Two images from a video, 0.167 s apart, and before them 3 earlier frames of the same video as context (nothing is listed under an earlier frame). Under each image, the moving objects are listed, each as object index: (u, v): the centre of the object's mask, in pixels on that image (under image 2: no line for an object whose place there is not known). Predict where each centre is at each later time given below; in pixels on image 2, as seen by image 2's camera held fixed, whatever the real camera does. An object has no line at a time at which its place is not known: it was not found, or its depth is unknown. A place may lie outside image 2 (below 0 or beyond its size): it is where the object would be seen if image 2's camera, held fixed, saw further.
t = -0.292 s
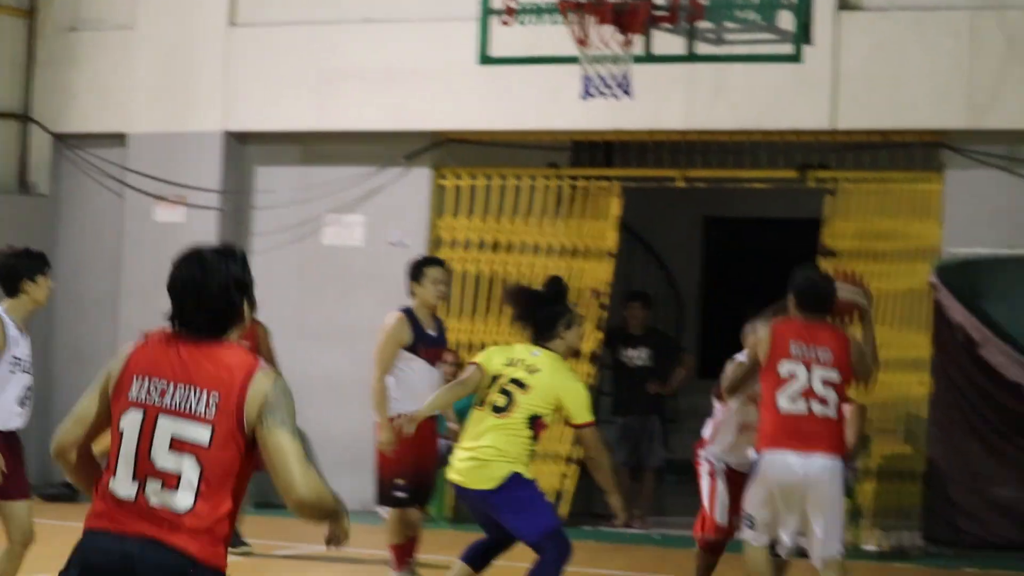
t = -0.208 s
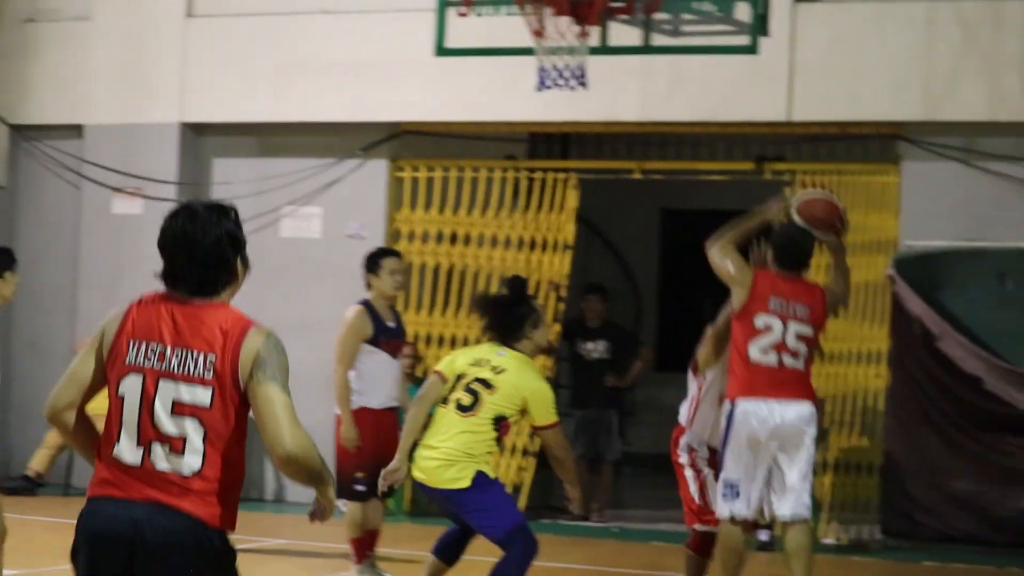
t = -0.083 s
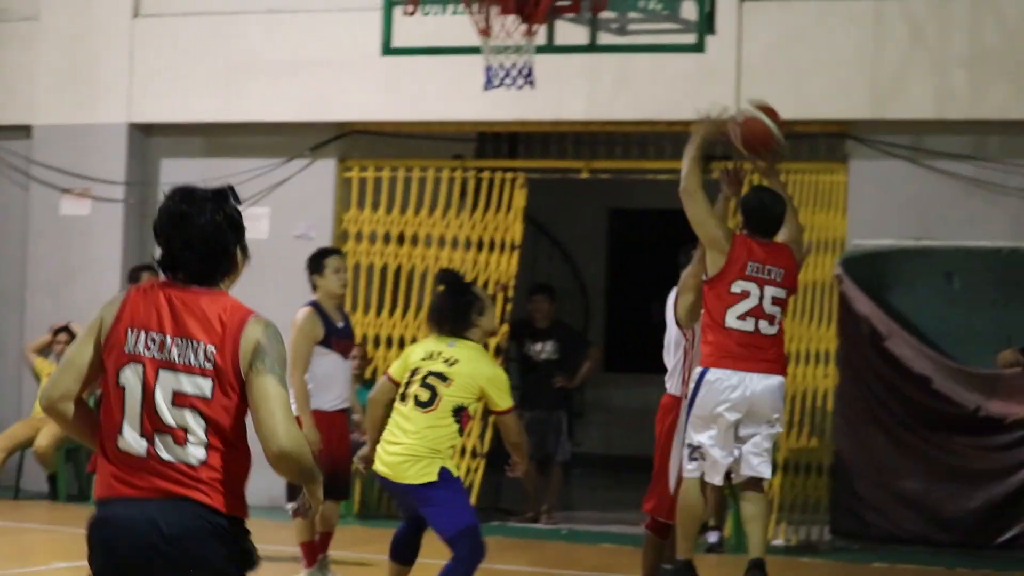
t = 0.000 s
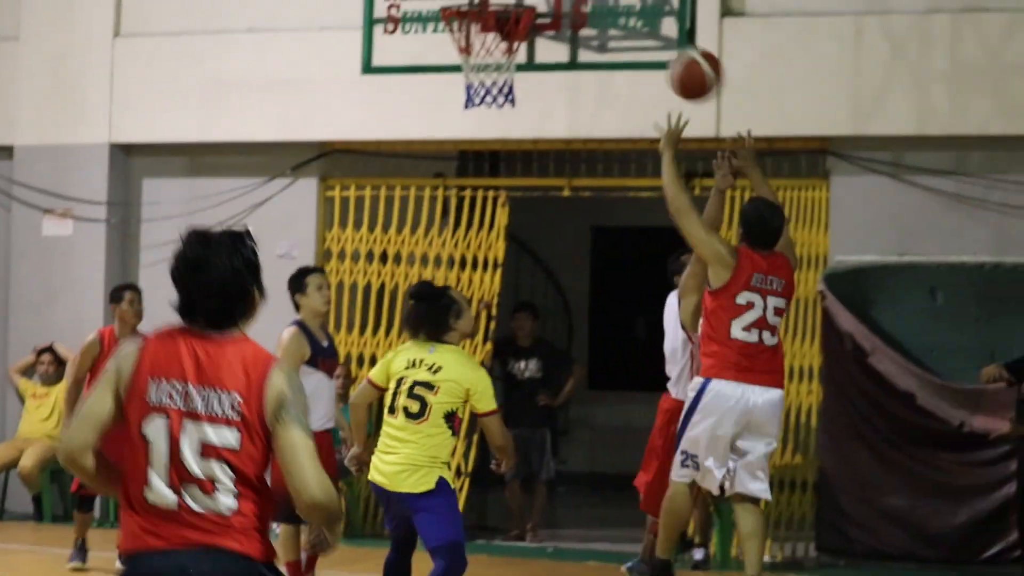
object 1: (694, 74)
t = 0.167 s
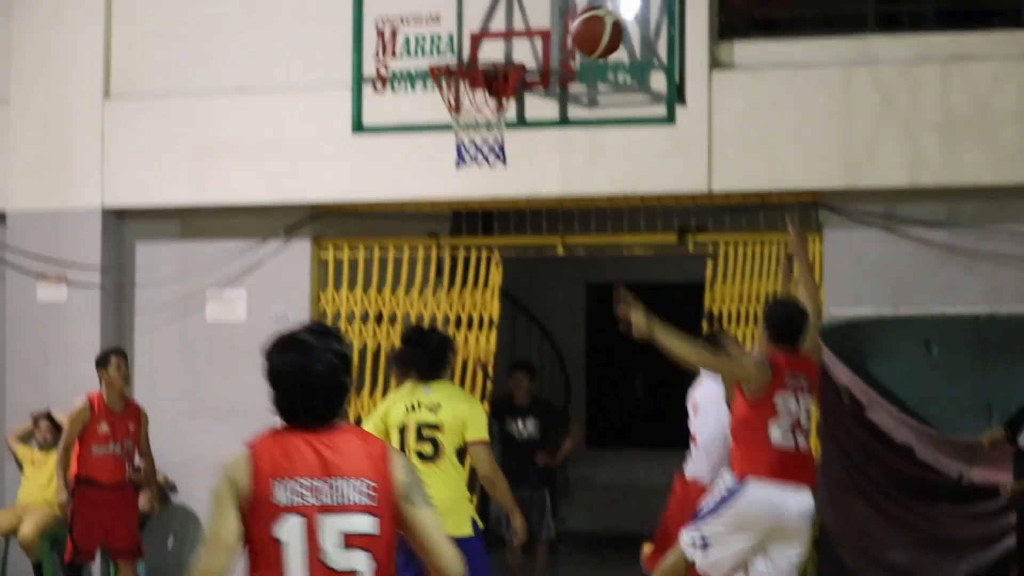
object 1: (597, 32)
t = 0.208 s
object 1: (579, 22)
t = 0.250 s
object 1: (562, 15)
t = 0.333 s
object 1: (525, 9)
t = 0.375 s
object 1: (509, 12)
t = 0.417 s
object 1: (491, 14)
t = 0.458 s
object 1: (475, 26)
